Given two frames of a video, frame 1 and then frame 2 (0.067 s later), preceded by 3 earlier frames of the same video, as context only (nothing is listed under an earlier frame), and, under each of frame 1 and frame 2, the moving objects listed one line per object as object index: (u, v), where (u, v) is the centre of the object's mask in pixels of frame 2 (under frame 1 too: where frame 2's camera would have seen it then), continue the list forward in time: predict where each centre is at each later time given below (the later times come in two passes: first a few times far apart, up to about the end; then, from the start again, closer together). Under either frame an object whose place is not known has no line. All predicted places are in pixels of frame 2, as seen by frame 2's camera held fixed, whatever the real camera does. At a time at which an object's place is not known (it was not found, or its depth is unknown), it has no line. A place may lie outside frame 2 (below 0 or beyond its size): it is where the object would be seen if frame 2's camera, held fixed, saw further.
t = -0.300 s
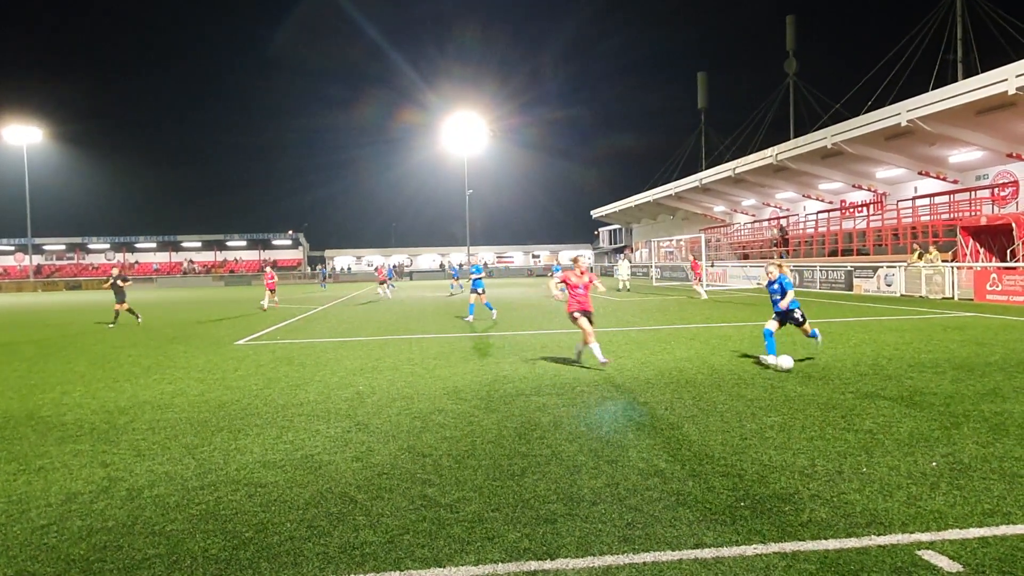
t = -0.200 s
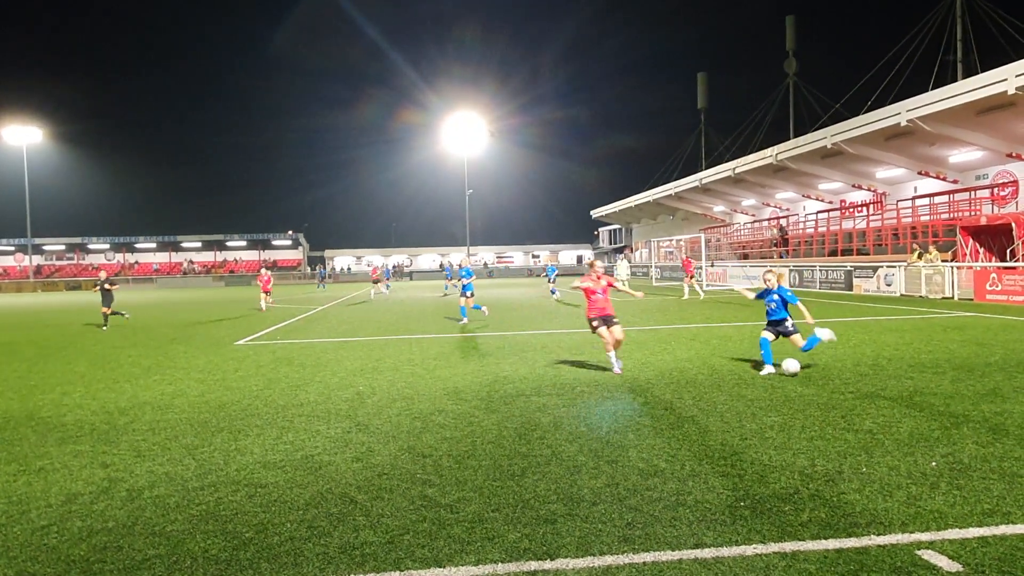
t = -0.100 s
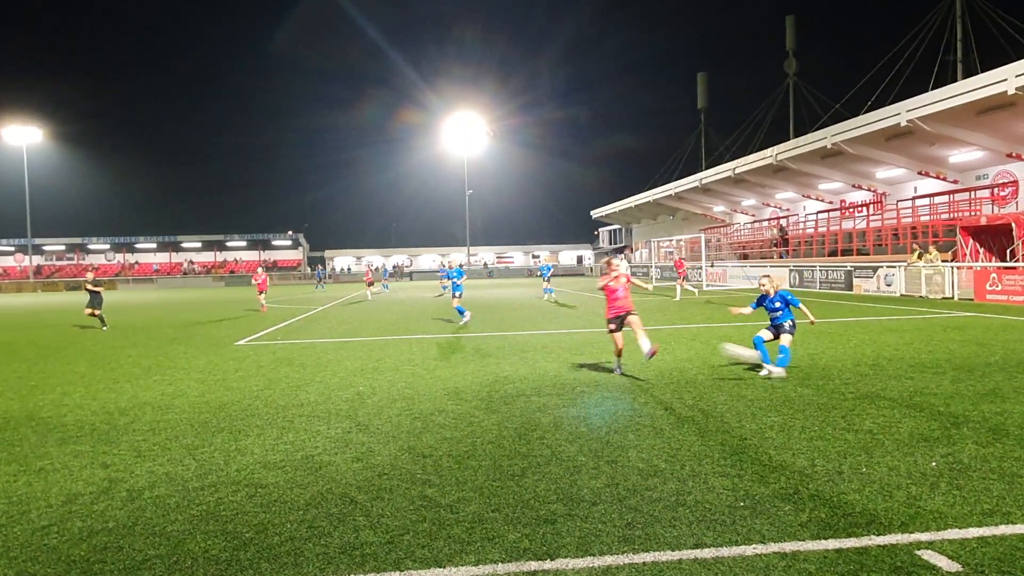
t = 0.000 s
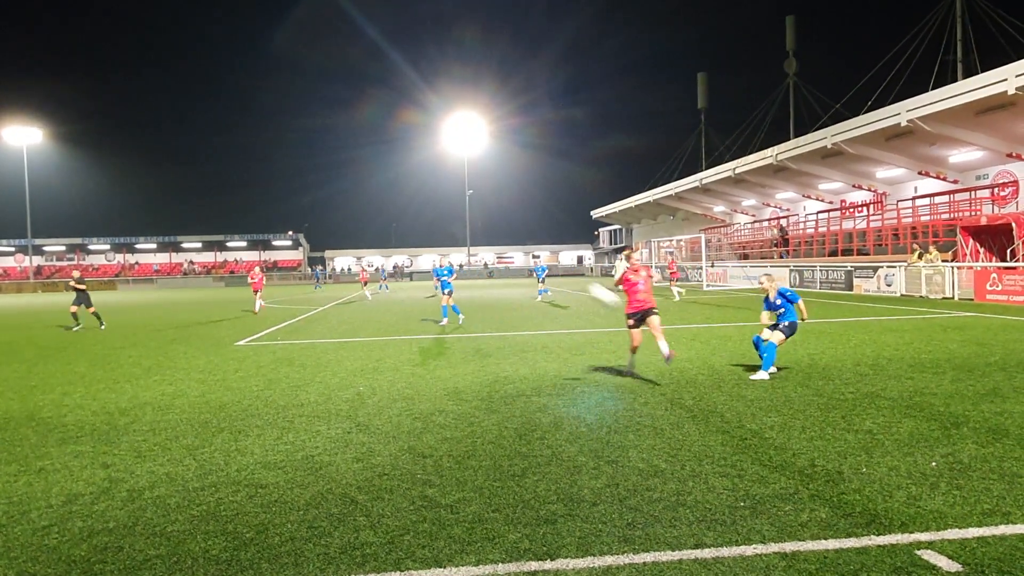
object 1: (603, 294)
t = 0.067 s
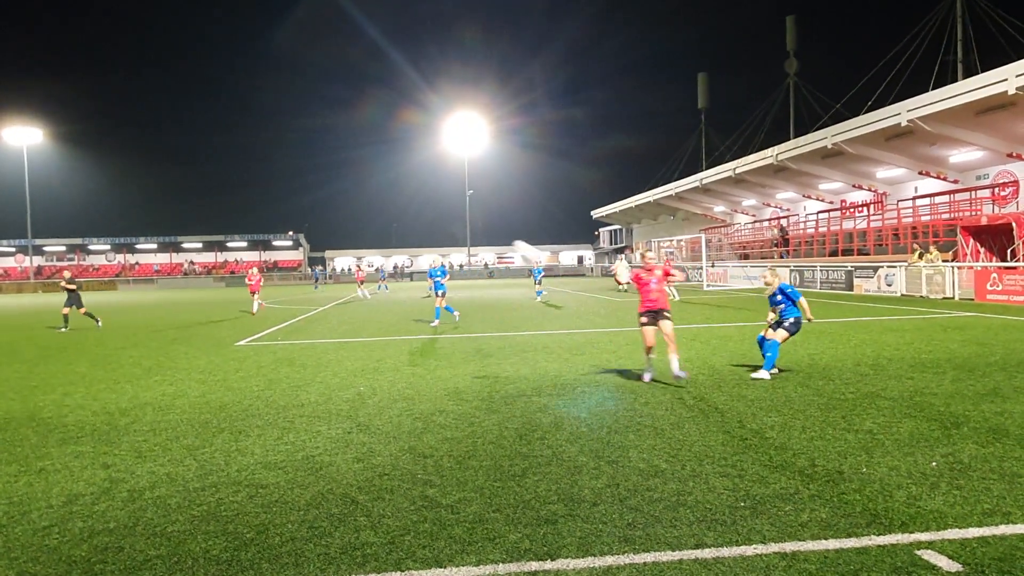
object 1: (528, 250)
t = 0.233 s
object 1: (344, 166)
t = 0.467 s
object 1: (92, 87)
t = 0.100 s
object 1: (491, 233)
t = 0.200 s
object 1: (381, 181)
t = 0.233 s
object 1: (344, 166)
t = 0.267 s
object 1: (308, 152)
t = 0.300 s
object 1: (271, 139)
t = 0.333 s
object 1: (235, 126)
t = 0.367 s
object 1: (199, 115)
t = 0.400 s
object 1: (164, 105)
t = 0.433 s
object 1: (128, 96)
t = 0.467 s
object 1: (92, 87)
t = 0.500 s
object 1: (57, 79)
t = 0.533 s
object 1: (23, 73)
